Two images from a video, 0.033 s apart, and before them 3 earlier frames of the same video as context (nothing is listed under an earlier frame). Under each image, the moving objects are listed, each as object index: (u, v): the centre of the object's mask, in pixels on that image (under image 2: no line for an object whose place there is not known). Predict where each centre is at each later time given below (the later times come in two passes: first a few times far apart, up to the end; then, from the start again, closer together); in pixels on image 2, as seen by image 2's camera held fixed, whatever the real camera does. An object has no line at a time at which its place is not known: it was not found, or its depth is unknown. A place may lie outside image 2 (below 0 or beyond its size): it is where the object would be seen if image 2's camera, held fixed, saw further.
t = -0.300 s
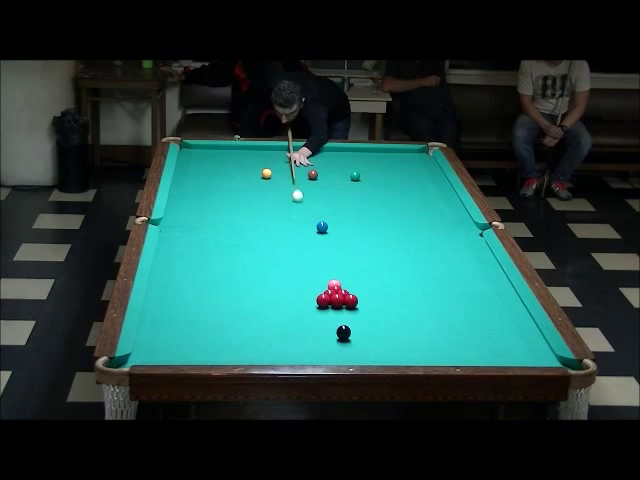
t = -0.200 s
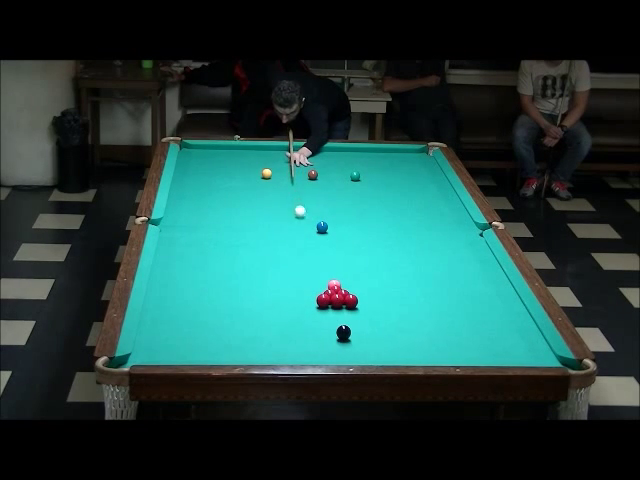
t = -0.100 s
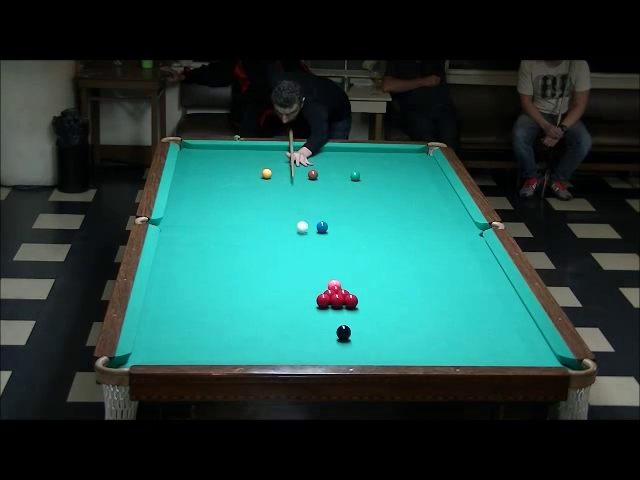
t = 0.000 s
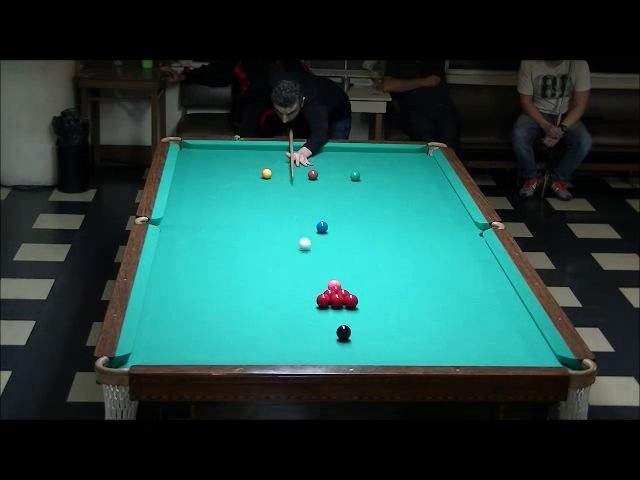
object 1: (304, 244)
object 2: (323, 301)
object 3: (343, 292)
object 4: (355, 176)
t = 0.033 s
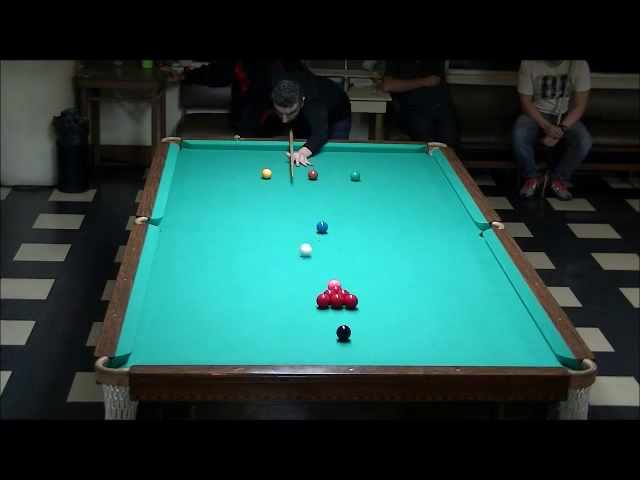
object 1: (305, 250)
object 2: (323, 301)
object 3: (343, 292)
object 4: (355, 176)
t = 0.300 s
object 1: (304, 300)
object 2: (323, 304)
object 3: (346, 295)
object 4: (355, 176)
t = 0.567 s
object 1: (246, 339)
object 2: (322, 324)
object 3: (353, 294)
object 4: (355, 176)
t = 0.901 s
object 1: (182, 334)
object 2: (321, 350)
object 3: (361, 293)
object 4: (355, 176)
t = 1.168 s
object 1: (152, 305)
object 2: (317, 352)
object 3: (365, 292)
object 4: (355, 176)
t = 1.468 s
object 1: (186, 282)
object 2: (311, 336)
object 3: (367, 291)
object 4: (355, 176)
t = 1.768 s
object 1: (215, 262)
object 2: (307, 322)
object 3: (367, 291)
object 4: (355, 176)
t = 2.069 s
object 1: (241, 245)
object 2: (303, 309)
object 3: (367, 291)
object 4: (355, 176)
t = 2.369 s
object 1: (263, 230)
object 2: (300, 299)
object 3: (367, 291)
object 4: (355, 176)
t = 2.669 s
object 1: (284, 217)
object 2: (298, 290)
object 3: (367, 291)
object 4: (355, 176)
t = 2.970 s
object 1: (302, 205)
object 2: (296, 282)
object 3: (367, 291)
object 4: (355, 176)
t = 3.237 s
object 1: (316, 196)
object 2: (294, 276)
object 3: (367, 291)
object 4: (355, 176)
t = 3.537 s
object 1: (330, 187)
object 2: (292, 272)
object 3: (367, 291)
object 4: (355, 176)
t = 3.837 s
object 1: (342, 179)
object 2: (291, 267)
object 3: (367, 291)
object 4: (355, 176)
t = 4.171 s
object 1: (343, 172)
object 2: (289, 264)
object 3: (367, 291)
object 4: (365, 175)
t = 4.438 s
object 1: (340, 168)
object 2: (288, 262)
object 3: (367, 291)
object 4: (375, 174)
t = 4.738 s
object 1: (338, 165)
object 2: (287, 261)
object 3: (367, 291)
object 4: (385, 173)
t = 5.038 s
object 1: (337, 161)
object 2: (287, 261)
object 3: (367, 291)
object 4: (392, 172)
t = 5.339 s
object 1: (335, 159)
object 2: (287, 261)
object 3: (367, 291)
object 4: (398, 171)
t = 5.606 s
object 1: (334, 157)
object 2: (287, 261)
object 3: (367, 291)
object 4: (401, 171)
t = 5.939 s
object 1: (333, 156)
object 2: (287, 261)
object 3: (367, 291)
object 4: (404, 170)
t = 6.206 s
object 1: (332, 155)
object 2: (287, 261)
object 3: (367, 291)
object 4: (405, 170)
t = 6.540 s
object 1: (332, 154)
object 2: (287, 261)
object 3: (367, 291)
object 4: (405, 170)
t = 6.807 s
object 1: (332, 154)
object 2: (287, 261)
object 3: (367, 291)
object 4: (405, 170)
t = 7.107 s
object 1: (332, 154)
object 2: (287, 261)
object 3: (367, 291)
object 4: (405, 170)
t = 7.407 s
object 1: (332, 154)
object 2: (287, 261)
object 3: (367, 291)
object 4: (405, 170)
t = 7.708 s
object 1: (332, 154)
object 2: (287, 261)
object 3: (367, 291)
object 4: (405, 170)
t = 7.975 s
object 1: (332, 154)
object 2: (287, 261)
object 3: (367, 291)
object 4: (404, 170)
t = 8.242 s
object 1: (332, 154)
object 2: (287, 261)
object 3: (367, 291)
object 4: (405, 170)
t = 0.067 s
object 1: (306, 256)
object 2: (323, 301)
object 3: (343, 293)
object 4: (355, 176)
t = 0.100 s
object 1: (307, 262)
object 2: (323, 301)
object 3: (343, 293)
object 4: (355, 176)
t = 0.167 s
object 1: (309, 275)
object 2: (323, 301)
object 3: (343, 293)
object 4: (355, 176)
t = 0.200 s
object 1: (310, 282)
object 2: (323, 301)
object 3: (343, 293)
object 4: (355, 176)
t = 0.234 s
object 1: (311, 289)
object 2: (323, 301)
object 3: (343, 293)
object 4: (355, 176)
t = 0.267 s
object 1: (312, 296)
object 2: (323, 301)
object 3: (343, 292)
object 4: (355, 176)
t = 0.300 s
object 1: (304, 300)
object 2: (323, 304)
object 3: (346, 295)
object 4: (355, 176)
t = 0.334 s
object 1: (296, 304)
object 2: (323, 307)
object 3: (346, 295)
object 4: (355, 176)
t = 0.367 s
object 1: (289, 309)
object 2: (322, 309)
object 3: (346, 295)
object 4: (355, 176)
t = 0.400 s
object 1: (281, 313)
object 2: (322, 312)
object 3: (348, 295)
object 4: (355, 176)
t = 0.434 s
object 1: (274, 318)
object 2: (322, 314)
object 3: (349, 295)
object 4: (355, 176)
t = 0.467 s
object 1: (268, 323)
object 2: (322, 317)
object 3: (350, 295)
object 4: (355, 176)
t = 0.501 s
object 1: (261, 328)
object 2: (322, 319)
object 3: (351, 294)
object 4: (355, 176)
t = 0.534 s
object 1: (253, 333)
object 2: (322, 322)
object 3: (352, 294)
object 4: (355, 176)
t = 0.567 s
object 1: (246, 339)
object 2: (322, 324)
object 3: (353, 294)
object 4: (355, 176)
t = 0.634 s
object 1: (231, 349)
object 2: (322, 330)
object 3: (354, 294)
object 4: (355, 176)
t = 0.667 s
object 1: (224, 352)
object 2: (321, 332)
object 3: (355, 294)
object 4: (355, 176)
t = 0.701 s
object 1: (215, 355)
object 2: (321, 335)
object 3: (356, 293)
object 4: (355, 176)
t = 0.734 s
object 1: (209, 353)
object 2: (321, 337)
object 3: (357, 293)
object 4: (355, 176)
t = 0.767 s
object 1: (203, 351)
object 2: (321, 340)
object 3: (358, 293)
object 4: (355, 176)
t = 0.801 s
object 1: (198, 346)
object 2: (321, 342)
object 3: (358, 293)
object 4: (355, 176)
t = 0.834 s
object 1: (193, 342)
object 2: (321, 345)
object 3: (359, 293)
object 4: (355, 176)
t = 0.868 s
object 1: (187, 338)
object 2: (321, 348)
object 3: (360, 293)
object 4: (355, 176)
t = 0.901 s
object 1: (182, 334)
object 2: (321, 350)
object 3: (361, 293)
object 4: (355, 176)
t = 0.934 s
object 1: (178, 330)
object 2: (320, 352)
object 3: (361, 292)
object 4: (355, 176)
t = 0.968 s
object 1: (172, 326)
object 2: (320, 354)
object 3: (362, 292)
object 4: (355, 176)
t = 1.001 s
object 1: (168, 322)
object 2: (320, 355)
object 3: (362, 292)
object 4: (355, 176)
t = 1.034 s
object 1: (163, 318)
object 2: (320, 356)
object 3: (363, 292)
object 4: (355, 176)
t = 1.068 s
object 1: (159, 315)
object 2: (319, 356)
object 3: (363, 292)
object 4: (355, 176)
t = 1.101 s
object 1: (154, 311)
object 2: (318, 354)
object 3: (364, 292)
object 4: (355, 176)
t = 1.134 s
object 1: (150, 308)
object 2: (318, 353)
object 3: (364, 292)
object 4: (355, 176)
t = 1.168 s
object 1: (152, 305)
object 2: (317, 352)
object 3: (365, 292)
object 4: (355, 176)
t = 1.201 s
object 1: (156, 302)
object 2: (316, 351)
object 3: (365, 291)
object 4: (355, 176)
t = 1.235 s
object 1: (160, 299)
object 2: (315, 349)
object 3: (365, 291)
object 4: (355, 176)
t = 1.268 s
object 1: (164, 297)
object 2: (315, 347)
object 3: (366, 291)
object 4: (355, 176)
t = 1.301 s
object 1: (168, 294)
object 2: (314, 345)
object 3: (366, 291)
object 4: (355, 176)
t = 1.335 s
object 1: (171, 291)
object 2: (314, 343)
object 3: (366, 291)
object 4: (355, 176)
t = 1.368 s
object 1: (175, 289)
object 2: (313, 342)
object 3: (366, 291)
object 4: (355, 176)
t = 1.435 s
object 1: (182, 284)
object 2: (312, 338)
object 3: (367, 291)
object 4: (355, 176)
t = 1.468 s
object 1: (186, 282)
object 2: (311, 336)
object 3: (367, 291)
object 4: (355, 176)
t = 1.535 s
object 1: (193, 277)
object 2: (310, 333)
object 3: (367, 291)
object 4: (355, 176)
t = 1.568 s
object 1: (196, 275)
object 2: (310, 331)
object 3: (367, 291)
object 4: (355, 176)
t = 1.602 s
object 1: (199, 273)
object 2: (309, 330)
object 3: (367, 291)
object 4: (355, 176)
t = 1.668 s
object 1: (206, 268)
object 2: (308, 327)
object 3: (367, 291)
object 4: (355, 176)
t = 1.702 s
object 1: (209, 266)
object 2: (308, 325)
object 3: (367, 291)
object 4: (355, 176)
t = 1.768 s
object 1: (215, 262)
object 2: (307, 322)
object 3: (367, 291)
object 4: (355, 176)
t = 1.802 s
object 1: (218, 260)
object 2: (306, 320)
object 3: (367, 291)
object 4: (355, 176)
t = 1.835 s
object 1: (221, 258)
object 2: (306, 319)
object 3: (367, 291)
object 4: (355, 176)
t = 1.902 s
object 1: (227, 254)
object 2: (305, 316)
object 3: (367, 291)
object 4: (355, 176)
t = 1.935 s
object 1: (230, 252)
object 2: (305, 315)
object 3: (367, 291)
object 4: (355, 176)
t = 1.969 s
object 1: (232, 250)
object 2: (304, 313)
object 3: (367, 291)
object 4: (355, 176)
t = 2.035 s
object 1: (238, 246)
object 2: (304, 311)
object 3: (367, 291)
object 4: (355, 176)
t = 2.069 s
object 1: (241, 245)
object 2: (303, 309)
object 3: (367, 291)
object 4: (355, 176)
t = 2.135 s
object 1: (246, 241)
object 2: (302, 307)
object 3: (367, 291)
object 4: (355, 176)
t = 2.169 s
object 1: (249, 240)
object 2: (302, 306)
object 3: (367, 291)
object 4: (355, 176)
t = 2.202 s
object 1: (251, 238)
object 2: (302, 304)
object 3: (367, 291)
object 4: (355, 176)
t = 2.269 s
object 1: (256, 234)
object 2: (301, 302)
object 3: (367, 291)
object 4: (355, 176)
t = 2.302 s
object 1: (259, 233)
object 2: (301, 301)
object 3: (367, 291)
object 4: (355, 176)
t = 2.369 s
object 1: (263, 230)
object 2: (300, 299)
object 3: (367, 291)
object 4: (355, 176)
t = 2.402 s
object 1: (266, 229)
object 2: (300, 298)
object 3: (367, 291)
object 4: (355, 176)
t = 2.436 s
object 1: (268, 227)
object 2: (300, 297)
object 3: (367, 291)
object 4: (355, 176)
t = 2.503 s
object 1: (273, 224)
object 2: (299, 295)
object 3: (367, 291)
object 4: (355, 176)
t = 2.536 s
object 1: (275, 222)
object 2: (299, 294)
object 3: (367, 291)
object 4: (355, 176)
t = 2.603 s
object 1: (279, 220)
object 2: (298, 292)
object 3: (367, 291)
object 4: (355, 176)
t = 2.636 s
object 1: (282, 218)
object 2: (298, 291)
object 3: (367, 291)
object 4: (355, 176)
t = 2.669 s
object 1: (284, 217)
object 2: (298, 290)
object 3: (367, 291)
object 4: (355, 176)
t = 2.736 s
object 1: (288, 214)
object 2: (298, 288)
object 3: (367, 291)
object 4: (355, 176)
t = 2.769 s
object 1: (290, 213)
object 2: (297, 287)
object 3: (367, 291)
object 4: (355, 176)
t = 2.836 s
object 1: (294, 210)
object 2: (297, 285)
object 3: (367, 291)
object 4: (355, 176)
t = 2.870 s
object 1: (296, 209)
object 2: (297, 284)
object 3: (367, 291)
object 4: (355, 176)
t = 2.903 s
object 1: (298, 208)
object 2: (296, 284)
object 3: (367, 291)
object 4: (355, 176)
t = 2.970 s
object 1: (302, 205)
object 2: (296, 282)
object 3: (367, 291)
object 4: (355, 176)
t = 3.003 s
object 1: (303, 204)
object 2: (296, 281)
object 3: (367, 291)
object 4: (355, 176)
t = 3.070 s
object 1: (307, 202)
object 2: (295, 280)
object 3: (367, 291)
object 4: (355, 176)
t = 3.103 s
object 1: (309, 200)
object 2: (295, 279)
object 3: (367, 291)
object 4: (355, 176)
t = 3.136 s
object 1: (311, 199)
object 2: (295, 278)
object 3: (367, 291)
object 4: (355, 176)
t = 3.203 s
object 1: (314, 197)
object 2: (294, 277)
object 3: (367, 291)
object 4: (355, 176)
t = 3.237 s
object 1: (316, 196)
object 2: (294, 276)
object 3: (367, 291)
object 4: (355, 176)
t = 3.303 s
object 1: (319, 194)
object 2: (294, 275)
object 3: (367, 291)
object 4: (355, 176)
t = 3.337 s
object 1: (321, 193)
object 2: (293, 275)
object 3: (367, 291)
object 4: (355, 176)
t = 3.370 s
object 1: (322, 192)
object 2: (293, 274)
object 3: (367, 291)
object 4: (355, 176)
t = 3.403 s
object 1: (324, 191)
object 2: (293, 273)
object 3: (367, 291)
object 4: (355, 176)
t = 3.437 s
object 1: (325, 190)
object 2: (293, 273)
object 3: (367, 291)
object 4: (355, 176)
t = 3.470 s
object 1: (327, 189)
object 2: (292, 273)
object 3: (367, 291)
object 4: (355, 176)
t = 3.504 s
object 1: (328, 188)
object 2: (292, 272)
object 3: (367, 291)
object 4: (355, 176)
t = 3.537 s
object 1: (330, 187)
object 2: (292, 272)
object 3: (367, 291)
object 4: (355, 176)
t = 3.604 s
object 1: (333, 185)
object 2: (292, 270)
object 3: (367, 291)
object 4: (355, 176)
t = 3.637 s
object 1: (334, 184)
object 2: (292, 270)
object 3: (367, 291)
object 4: (355, 176)
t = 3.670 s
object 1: (335, 183)
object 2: (292, 270)
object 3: (367, 291)
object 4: (355, 176)
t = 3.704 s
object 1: (337, 182)
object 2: (291, 269)
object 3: (367, 291)
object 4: (355, 176)
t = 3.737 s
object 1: (338, 181)
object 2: (291, 268)
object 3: (367, 291)
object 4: (355, 176)
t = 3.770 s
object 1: (340, 181)
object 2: (291, 268)
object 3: (367, 291)
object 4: (355, 176)
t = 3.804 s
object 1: (341, 180)
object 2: (291, 268)
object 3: (367, 291)
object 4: (355, 176)
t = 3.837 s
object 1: (342, 179)
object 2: (291, 267)
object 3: (367, 291)
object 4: (355, 176)
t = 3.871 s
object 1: (343, 178)
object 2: (291, 267)
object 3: (367, 291)
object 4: (355, 176)
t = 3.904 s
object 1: (345, 177)
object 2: (290, 267)
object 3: (367, 291)
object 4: (355, 176)
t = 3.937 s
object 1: (346, 176)
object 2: (290, 266)
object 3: (367, 291)
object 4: (355, 176)
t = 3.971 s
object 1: (345, 176)
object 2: (290, 266)
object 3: (367, 291)
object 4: (357, 176)
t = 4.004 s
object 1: (345, 175)
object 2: (290, 266)
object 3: (367, 291)
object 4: (358, 176)
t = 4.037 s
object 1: (344, 175)
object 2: (290, 265)
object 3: (367, 291)
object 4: (360, 176)
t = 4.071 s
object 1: (344, 174)
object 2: (290, 265)
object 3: (367, 291)
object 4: (361, 175)
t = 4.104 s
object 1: (344, 174)
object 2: (289, 265)
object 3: (367, 291)
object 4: (362, 175)
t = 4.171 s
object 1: (343, 172)
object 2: (289, 264)
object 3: (367, 291)
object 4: (365, 175)
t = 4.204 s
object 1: (342, 172)
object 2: (289, 264)
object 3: (367, 291)
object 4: (366, 174)
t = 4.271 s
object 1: (342, 171)
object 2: (289, 263)
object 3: (367, 291)
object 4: (369, 174)
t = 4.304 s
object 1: (341, 170)
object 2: (288, 263)
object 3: (367, 291)
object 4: (370, 174)
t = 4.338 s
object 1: (341, 170)
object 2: (288, 263)
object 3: (367, 291)
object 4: (372, 174)
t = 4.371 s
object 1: (341, 169)
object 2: (288, 263)
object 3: (367, 291)
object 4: (373, 174)
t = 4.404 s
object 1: (341, 169)
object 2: (288, 262)
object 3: (367, 291)
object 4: (374, 174)
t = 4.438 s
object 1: (340, 168)
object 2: (288, 262)
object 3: (367, 291)
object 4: (375, 174)
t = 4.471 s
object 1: (340, 168)
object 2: (288, 262)
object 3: (367, 291)
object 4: (376, 173)
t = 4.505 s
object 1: (340, 167)
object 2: (288, 262)
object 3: (367, 291)
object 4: (377, 173)
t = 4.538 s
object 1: (340, 167)
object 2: (287, 262)
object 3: (367, 291)
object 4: (378, 173)
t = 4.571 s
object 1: (339, 167)
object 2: (287, 262)
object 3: (367, 291)
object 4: (379, 173)
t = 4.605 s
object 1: (339, 166)
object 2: (287, 262)
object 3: (367, 291)
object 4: (380, 173)
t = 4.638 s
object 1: (339, 166)
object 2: (287, 262)
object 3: (367, 291)
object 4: (381, 173)
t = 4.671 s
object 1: (339, 166)
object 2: (287, 261)
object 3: (367, 291)
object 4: (383, 173)
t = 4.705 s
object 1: (339, 165)
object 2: (287, 261)
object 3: (367, 291)
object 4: (384, 173)
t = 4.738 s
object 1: (338, 165)
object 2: (287, 261)
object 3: (367, 291)
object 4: (385, 173)
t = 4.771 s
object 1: (338, 164)
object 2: (287, 261)
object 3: (367, 291)
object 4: (385, 173)
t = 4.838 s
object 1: (338, 163)
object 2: (287, 261)
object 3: (367, 291)
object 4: (387, 172)
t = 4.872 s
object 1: (338, 163)
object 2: (287, 261)
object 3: (367, 291)
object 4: (388, 172)
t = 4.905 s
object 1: (337, 163)
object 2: (287, 261)
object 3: (367, 291)
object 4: (389, 172)
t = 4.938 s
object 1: (337, 162)
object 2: (287, 261)
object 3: (367, 291)
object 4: (390, 172)
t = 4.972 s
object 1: (337, 162)
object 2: (287, 261)
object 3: (367, 291)
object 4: (390, 172)
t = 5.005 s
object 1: (337, 162)
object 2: (287, 261)
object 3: (367, 291)
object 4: (392, 172)
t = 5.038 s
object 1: (337, 161)
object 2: (287, 261)
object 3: (367, 291)
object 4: (392, 172)
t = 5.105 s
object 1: (336, 161)
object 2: (287, 261)
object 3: (367, 291)
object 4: (394, 172)
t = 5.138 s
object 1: (336, 160)
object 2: (287, 261)
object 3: (367, 291)
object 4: (394, 172)
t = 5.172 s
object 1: (336, 160)
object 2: (287, 261)
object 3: (367, 291)
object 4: (395, 172)
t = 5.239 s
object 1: (336, 159)
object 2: (287, 261)
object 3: (367, 291)
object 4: (396, 172)
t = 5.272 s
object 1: (335, 159)
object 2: (287, 261)
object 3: (367, 291)
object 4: (397, 171)
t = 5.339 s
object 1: (335, 159)
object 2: (287, 261)
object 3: (367, 291)
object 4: (398, 171)
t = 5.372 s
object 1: (335, 158)
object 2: (287, 261)
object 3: (367, 291)
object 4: (399, 171)
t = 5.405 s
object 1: (335, 158)
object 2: (287, 261)
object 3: (367, 291)
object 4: (399, 171)
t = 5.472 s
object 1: (334, 158)
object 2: (287, 261)
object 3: (367, 291)
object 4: (400, 171)
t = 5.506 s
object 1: (334, 158)
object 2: (287, 261)
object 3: (367, 291)
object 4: (400, 171)
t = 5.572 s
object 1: (334, 157)
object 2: (287, 261)
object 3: (367, 291)
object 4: (401, 171)
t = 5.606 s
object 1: (334, 157)
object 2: (287, 261)
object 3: (367, 291)
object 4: (401, 171)
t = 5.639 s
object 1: (333, 157)
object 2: (287, 261)
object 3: (367, 291)
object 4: (402, 171)
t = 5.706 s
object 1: (333, 156)
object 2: (287, 261)
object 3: (367, 291)
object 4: (402, 170)
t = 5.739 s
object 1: (333, 156)
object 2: (287, 261)
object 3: (367, 291)
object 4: (403, 170)
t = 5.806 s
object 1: (333, 156)
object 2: (287, 261)
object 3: (367, 291)
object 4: (403, 170)
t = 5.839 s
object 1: (333, 156)
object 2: (287, 261)
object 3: (367, 291)
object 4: (404, 170)
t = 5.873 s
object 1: (333, 156)
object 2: (287, 261)
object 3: (367, 291)
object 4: (404, 170)
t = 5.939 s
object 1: (333, 156)
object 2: (287, 261)
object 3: (367, 291)
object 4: (404, 170)
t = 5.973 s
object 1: (333, 155)
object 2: (287, 261)
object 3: (367, 291)
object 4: (404, 170)
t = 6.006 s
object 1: (332, 155)
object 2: (287, 261)
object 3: (367, 291)
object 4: (404, 170)
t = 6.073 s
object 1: (332, 155)
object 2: (287, 261)
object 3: (367, 291)
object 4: (404, 170)
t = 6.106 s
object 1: (332, 155)
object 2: (287, 261)
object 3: (367, 291)
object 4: (404, 170)
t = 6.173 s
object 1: (332, 155)
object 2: (287, 261)
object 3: (367, 291)
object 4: (404, 170)
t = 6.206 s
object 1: (332, 155)
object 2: (287, 261)
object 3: (367, 291)
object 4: (405, 170)
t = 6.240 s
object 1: (332, 155)
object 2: (287, 261)
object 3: (367, 291)
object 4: (405, 170)
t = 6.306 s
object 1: (332, 154)
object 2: (287, 261)
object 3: (367, 291)
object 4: (405, 170)
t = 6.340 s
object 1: (332, 154)
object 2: (287, 261)
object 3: (367, 291)
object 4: (405, 170)
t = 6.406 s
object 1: (332, 154)
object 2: (287, 261)
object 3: (367, 291)
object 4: (405, 170)
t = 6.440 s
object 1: (332, 154)
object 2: (287, 261)
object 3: (367, 291)
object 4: (405, 170)
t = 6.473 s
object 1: (332, 154)
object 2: (287, 261)
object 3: (367, 291)
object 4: (405, 170)
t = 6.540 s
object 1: (332, 154)
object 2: (287, 261)
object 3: (367, 291)
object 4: (405, 170)
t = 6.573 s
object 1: (332, 154)
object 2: (287, 261)
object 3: (367, 291)
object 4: (405, 170)
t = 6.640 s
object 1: (332, 154)
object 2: (287, 261)
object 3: (367, 291)
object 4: (405, 170)
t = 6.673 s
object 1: (332, 154)
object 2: (287, 261)
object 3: (367, 291)
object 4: (405, 170)
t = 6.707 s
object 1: (332, 154)
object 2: (287, 261)
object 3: (367, 291)
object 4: (405, 170)
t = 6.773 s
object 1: (332, 154)
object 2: (287, 261)
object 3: (367, 291)
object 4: (405, 170)
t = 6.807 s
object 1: (332, 154)
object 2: (287, 261)
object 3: (367, 291)
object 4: (405, 170)
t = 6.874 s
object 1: (332, 154)
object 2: (287, 261)
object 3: (367, 291)
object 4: (405, 170)
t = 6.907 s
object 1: (332, 154)
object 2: (287, 261)
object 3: (367, 291)
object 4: (405, 170)
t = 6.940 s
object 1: (332, 154)
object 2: (287, 261)
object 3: (367, 291)
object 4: (405, 170)
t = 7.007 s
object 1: (332, 154)
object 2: (287, 261)
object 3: (367, 291)
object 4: (405, 170)
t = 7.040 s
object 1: (332, 154)
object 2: (287, 261)
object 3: (367, 291)
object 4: (405, 170)
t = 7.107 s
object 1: (332, 154)
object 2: (287, 261)
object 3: (367, 291)
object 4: (405, 170)
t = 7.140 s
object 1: (332, 154)
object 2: (287, 261)
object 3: (367, 291)
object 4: (405, 170)
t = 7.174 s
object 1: (332, 154)
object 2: (287, 261)
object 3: (367, 291)
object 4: (405, 170)
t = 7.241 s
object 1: (332, 154)
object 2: (287, 261)
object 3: (367, 291)
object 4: (405, 170)
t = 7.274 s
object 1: (332, 154)
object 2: (287, 261)
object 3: (367, 291)
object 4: (405, 170)
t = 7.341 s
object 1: (332, 154)
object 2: (287, 261)
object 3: (367, 291)
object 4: (405, 170)
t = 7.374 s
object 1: (332, 154)
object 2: (287, 261)
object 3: (367, 291)
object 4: (405, 170)
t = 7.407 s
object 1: (332, 154)
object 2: (287, 261)
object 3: (367, 291)
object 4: (405, 170)
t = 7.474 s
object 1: (332, 154)
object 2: (287, 261)
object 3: (367, 291)
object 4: (405, 170)
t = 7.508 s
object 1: (332, 154)
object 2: (287, 261)
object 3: (367, 291)
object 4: (405, 170)
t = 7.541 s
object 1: (332, 154)
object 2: (287, 261)
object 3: (367, 291)
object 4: (405, 170)
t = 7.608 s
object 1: (332, 154)
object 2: (287, 261)
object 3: (367, 291)
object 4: (405, 170)
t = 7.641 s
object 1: (332, 154)
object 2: (287, 261)
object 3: (367, 291)
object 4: (404, 170)
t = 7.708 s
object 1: (332, 154)
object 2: (287, 261)
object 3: (367, 291)
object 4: (405, 170)
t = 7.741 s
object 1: (332, 154)
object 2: (287, 261)
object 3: (367, 291)
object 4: (404, 170)
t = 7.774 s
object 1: (332, 154)
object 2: (287, 261)
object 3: (367, 291)
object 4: (404, 170)
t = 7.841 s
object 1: (332, 154)
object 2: (287, 261)
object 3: (367, 291)
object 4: (404, 170)
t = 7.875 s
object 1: (332, 154)
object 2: (287, 261)
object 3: (367, 291)
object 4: (405, 170)
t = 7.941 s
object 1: (332, 154)
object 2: (287, 261)
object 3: (367, 291)
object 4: (404, 170)
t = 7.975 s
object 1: (332, 154)
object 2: (287, 261)
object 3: (367, 291)
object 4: (404, 170)
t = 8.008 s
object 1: (332, 154)
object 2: (287, 261)
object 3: (367, 291)
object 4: (404, 170)
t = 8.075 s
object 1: (332, 154)
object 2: (287, 261)
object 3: (367, 291)
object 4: (404, 170)
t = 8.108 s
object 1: (332, 154)
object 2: (287, 261)
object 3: (367, 291)
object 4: (404, 170)
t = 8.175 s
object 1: (332, 154)
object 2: (287, 261)
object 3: (367, 291)
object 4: (405, 170)
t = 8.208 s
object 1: (332, 154)
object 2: (287, 261)
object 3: (367, 291)
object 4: (405, 170)
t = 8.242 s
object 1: (332, 154)
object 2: (287, 261)
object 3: (367, 291)
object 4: (405, 170)
